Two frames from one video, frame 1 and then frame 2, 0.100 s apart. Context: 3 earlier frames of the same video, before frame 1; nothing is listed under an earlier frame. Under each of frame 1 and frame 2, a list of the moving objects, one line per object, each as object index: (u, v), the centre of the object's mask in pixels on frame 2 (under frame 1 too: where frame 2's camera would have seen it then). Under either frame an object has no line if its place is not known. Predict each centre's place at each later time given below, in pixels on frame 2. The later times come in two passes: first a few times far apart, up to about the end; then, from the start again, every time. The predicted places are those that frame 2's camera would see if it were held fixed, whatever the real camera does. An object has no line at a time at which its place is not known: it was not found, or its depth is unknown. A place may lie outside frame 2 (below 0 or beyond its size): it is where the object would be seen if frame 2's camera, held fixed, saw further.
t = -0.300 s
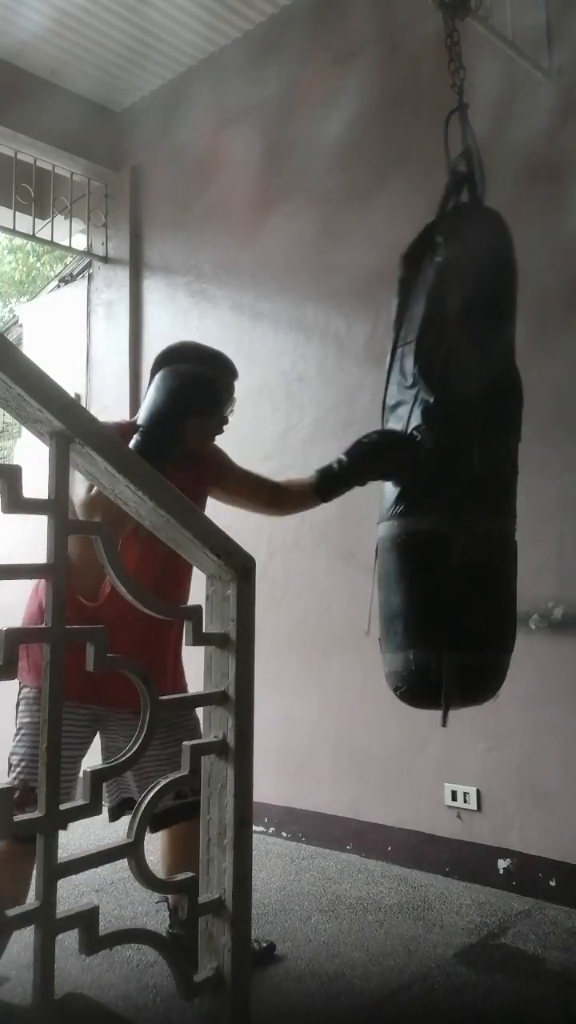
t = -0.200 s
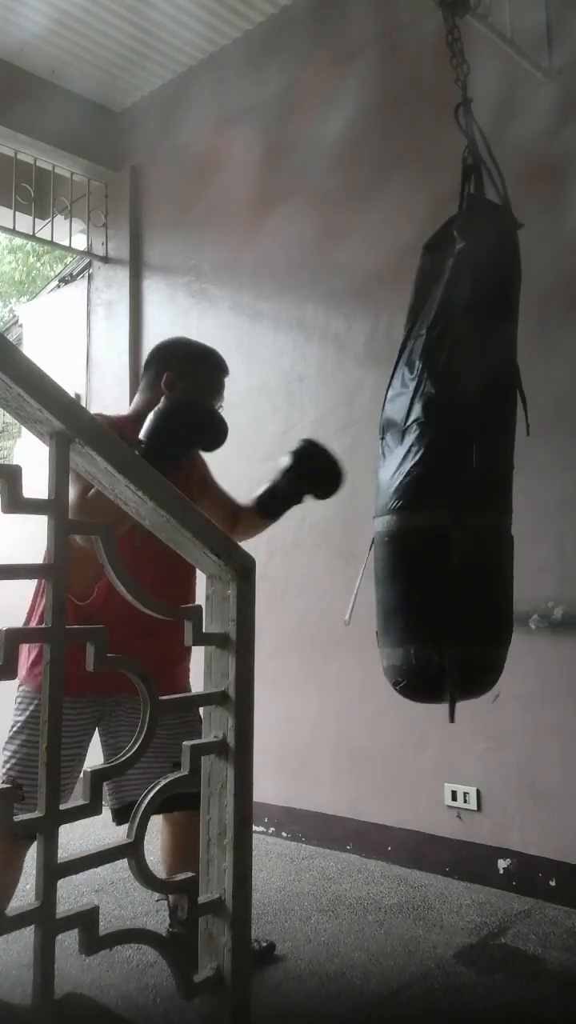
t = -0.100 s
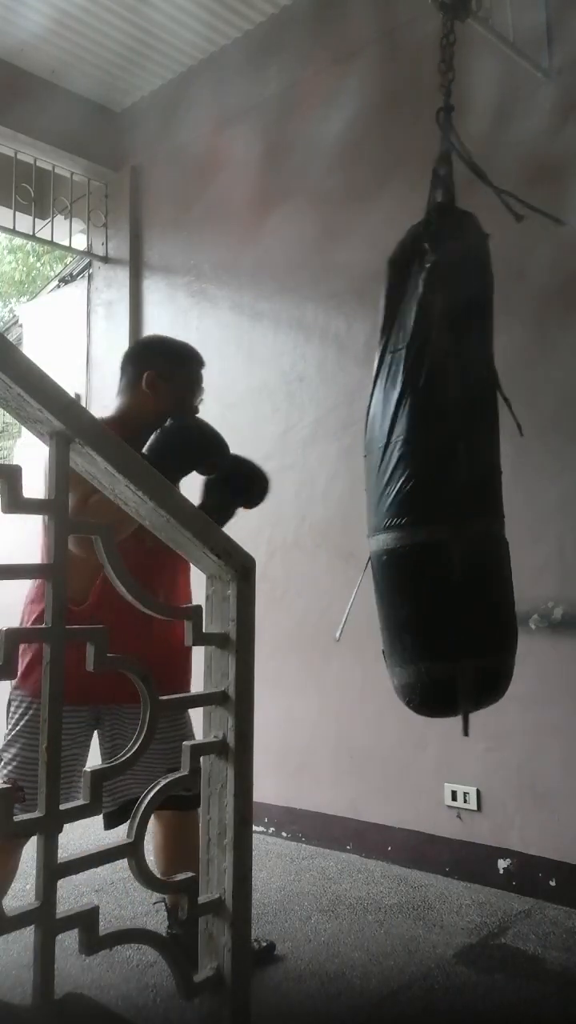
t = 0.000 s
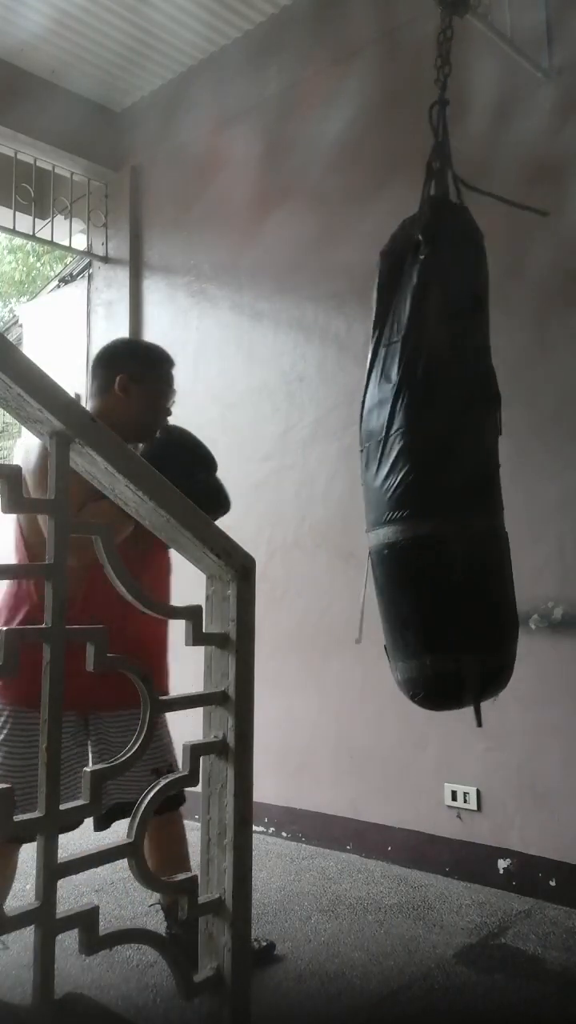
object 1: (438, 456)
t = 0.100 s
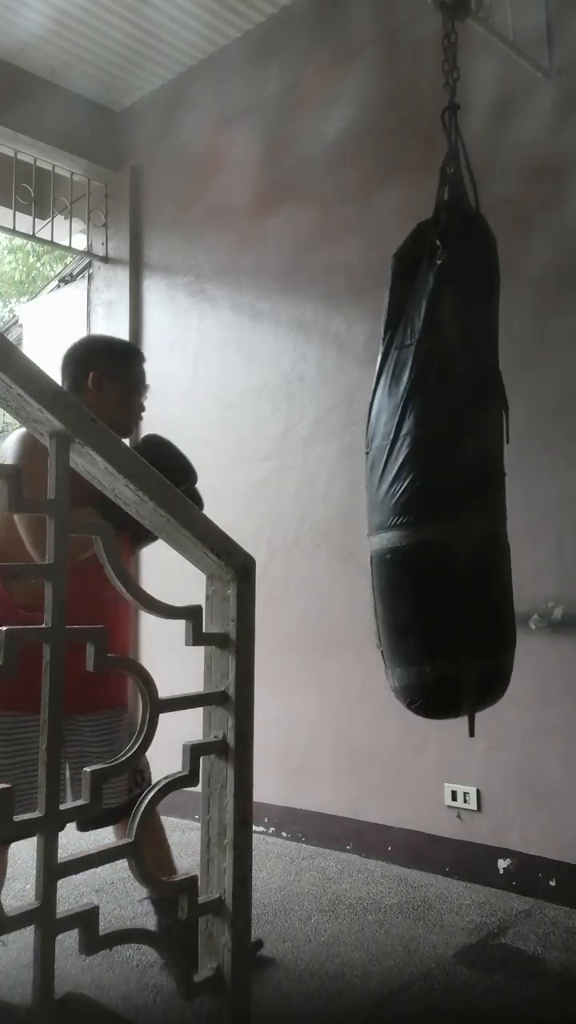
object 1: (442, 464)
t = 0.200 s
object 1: (440, 462)
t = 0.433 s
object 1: (450, 464)
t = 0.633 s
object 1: (457, 466)
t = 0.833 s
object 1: (465, 468)
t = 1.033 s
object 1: (472, 472)
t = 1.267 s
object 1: (473, 473)
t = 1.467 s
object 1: (468, 472)
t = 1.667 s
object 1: (461, 471)
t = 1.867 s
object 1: (452, 468)
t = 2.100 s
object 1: (443, 465)
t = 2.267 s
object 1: (439, 464)
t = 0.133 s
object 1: (442, 464)
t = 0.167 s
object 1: (440, 465)
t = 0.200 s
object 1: (440, 462)
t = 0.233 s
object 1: (440, 462)
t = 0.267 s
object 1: (440, 464)
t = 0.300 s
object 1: (442, 463)
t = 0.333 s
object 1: (444, 466)
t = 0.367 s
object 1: (447, 465)
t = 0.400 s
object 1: (449, 463)
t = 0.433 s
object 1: (450, 464)
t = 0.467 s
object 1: (450, 463)
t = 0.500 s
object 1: (451, 464)
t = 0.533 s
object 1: (451, 465)
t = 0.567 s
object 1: (453, 466)
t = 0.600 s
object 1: (455, 467)
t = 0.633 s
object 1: (457, 466)
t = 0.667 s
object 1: (459, 467)
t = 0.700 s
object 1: (460, 469)
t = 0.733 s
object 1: (461, 470)
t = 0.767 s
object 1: (462, 470)
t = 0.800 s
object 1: (464, 469)
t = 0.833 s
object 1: (465, 468)
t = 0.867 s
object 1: (466, 469)
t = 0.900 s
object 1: (467, 471)
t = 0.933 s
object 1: (468, 472)
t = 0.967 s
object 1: (470, 471)
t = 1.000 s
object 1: (471, 471)
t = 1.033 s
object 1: (472, 472)
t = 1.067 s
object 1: (472, 472)
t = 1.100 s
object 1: (472, 473)
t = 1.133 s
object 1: (473, 473)
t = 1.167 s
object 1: (473, 472)
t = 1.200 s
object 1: (473, 471)
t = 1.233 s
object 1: (473, 471)
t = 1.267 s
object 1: (473, 473)
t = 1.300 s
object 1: (473, 473)
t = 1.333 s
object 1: (472, 473)
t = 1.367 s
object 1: (472, 472)
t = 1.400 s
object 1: (471, 472)
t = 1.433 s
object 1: (470, 471)
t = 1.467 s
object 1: (468, 472)
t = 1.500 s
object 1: (467, 472)
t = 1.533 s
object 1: (466, 472)
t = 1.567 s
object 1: (466, 471)
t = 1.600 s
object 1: (464, 471)
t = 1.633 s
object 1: (463, 472)
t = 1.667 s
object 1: (461, 471)
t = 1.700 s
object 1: (459, 471)
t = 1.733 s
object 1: (458, 470)
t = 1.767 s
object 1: (456, 468)
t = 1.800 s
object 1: (455, 468)
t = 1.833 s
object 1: (454, 468)
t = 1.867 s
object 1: (452, 468)
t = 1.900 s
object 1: (451, 468)
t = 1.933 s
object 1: (449, 467)
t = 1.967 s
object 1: (448, 466)
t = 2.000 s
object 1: (447, 466)
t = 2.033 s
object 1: (445, 466)
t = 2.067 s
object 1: (444, 465)
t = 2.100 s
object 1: (443, 465)
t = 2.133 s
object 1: (442, 464)
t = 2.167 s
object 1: (442, 464)
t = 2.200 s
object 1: (441, 464)
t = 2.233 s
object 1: (440, 464)
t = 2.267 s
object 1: (439, 464)
